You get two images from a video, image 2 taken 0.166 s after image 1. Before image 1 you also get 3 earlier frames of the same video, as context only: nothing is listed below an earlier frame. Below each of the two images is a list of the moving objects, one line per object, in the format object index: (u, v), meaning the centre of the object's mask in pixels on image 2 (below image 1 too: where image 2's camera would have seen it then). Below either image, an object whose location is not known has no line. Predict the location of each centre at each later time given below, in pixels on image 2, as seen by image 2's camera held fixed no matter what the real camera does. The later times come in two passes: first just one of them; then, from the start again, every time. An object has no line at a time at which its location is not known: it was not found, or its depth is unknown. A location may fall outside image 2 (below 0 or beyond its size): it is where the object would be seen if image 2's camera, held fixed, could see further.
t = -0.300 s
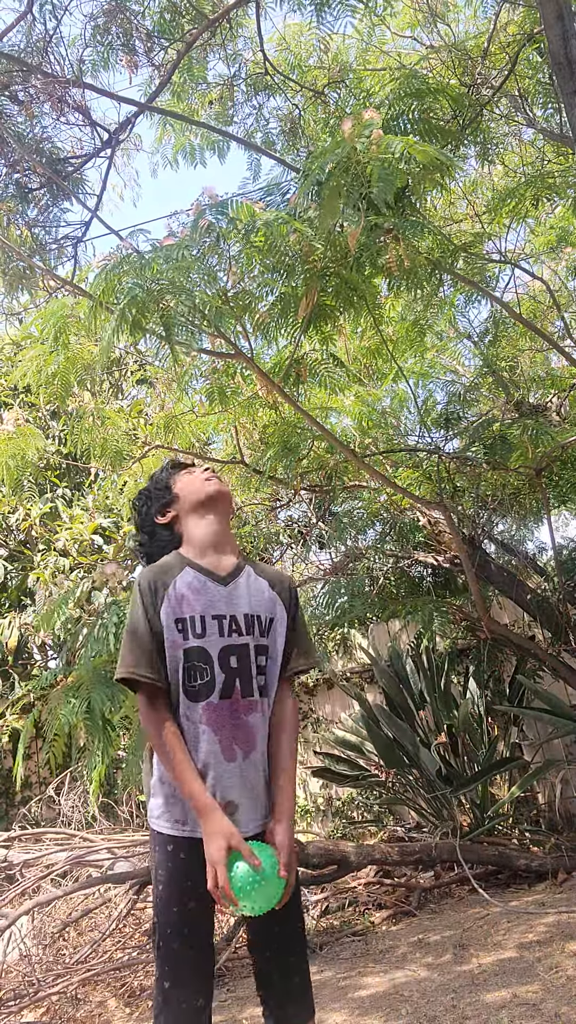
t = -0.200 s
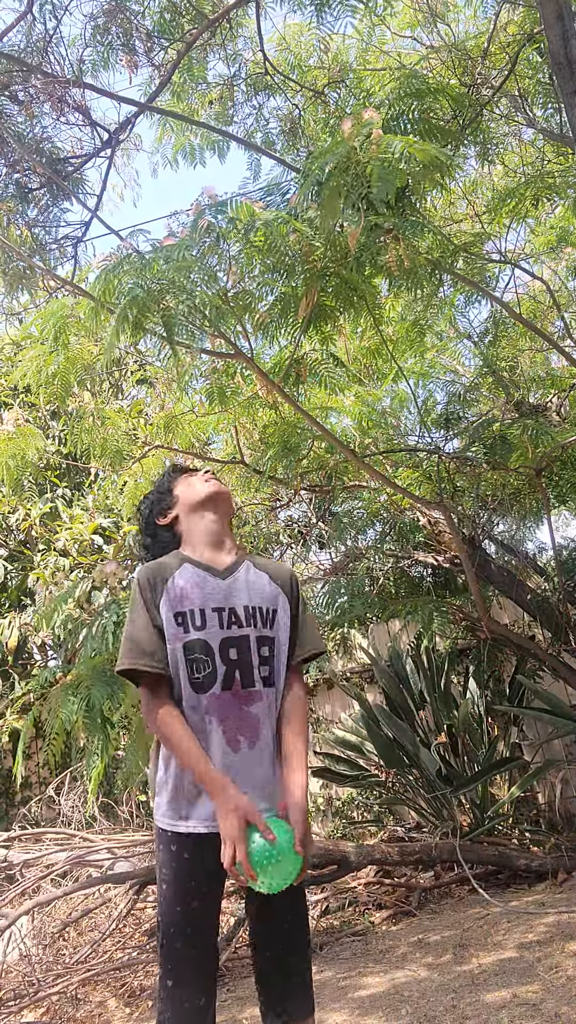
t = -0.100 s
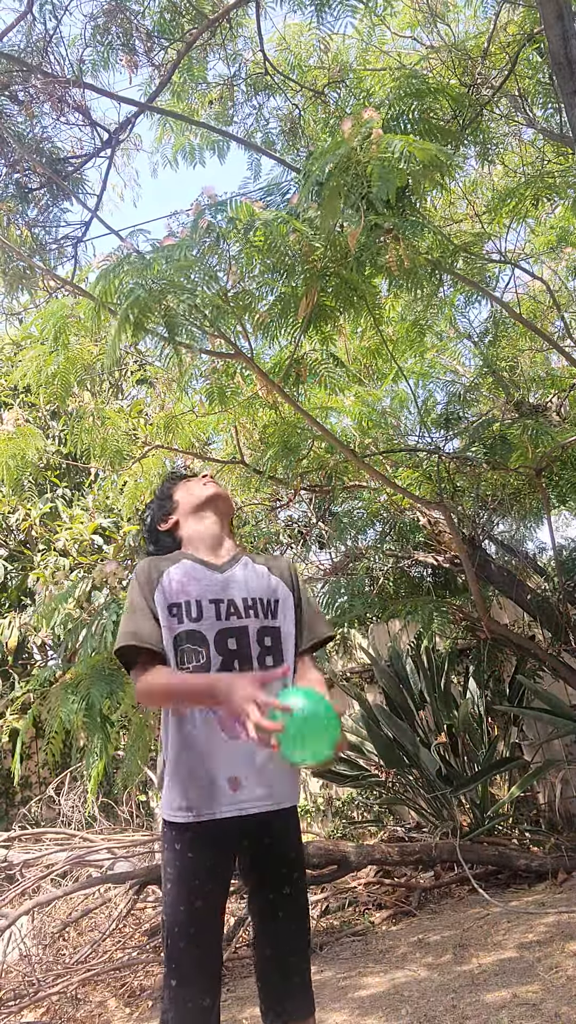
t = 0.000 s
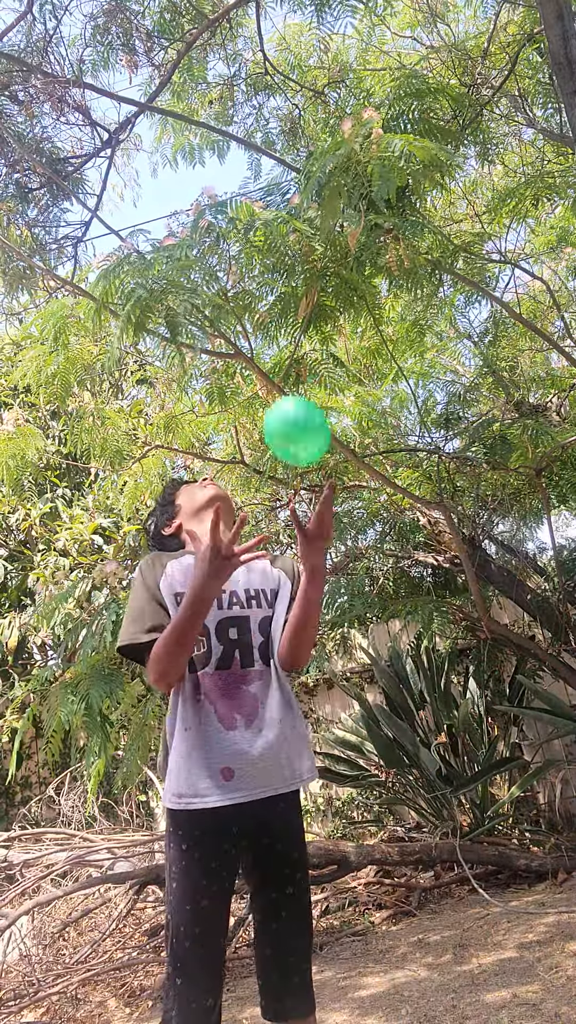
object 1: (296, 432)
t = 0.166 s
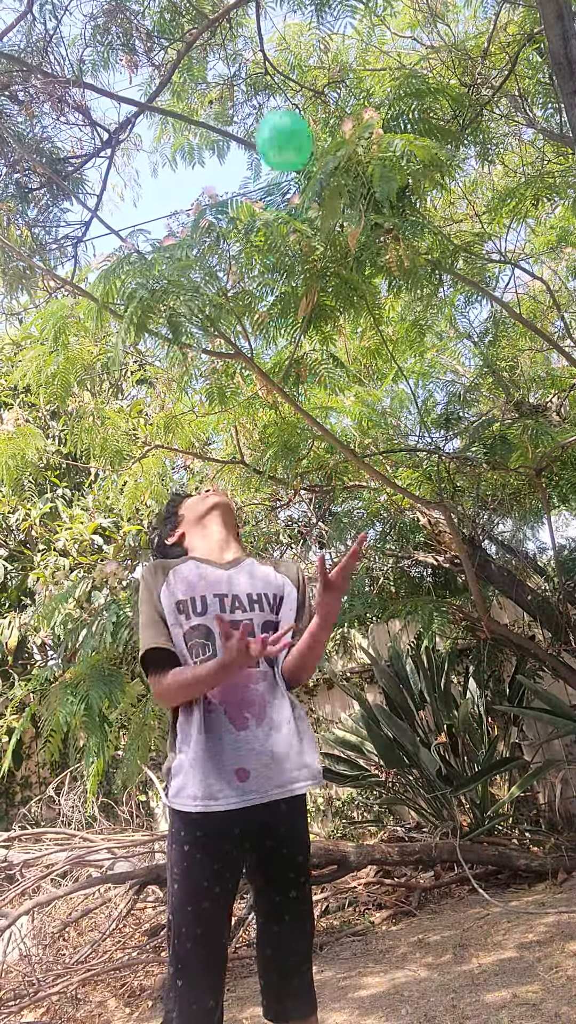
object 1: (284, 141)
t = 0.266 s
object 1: (289, 54)
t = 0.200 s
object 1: (284, 107)
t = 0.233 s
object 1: (286, 78)
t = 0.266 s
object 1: (289, 54)
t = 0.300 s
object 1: (291, 34)
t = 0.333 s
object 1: (296, 23)
